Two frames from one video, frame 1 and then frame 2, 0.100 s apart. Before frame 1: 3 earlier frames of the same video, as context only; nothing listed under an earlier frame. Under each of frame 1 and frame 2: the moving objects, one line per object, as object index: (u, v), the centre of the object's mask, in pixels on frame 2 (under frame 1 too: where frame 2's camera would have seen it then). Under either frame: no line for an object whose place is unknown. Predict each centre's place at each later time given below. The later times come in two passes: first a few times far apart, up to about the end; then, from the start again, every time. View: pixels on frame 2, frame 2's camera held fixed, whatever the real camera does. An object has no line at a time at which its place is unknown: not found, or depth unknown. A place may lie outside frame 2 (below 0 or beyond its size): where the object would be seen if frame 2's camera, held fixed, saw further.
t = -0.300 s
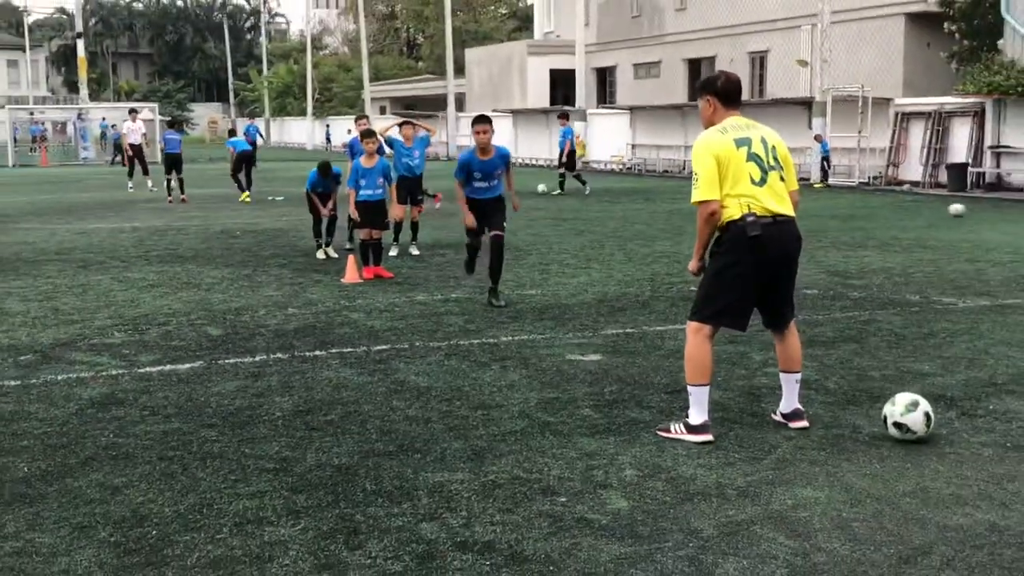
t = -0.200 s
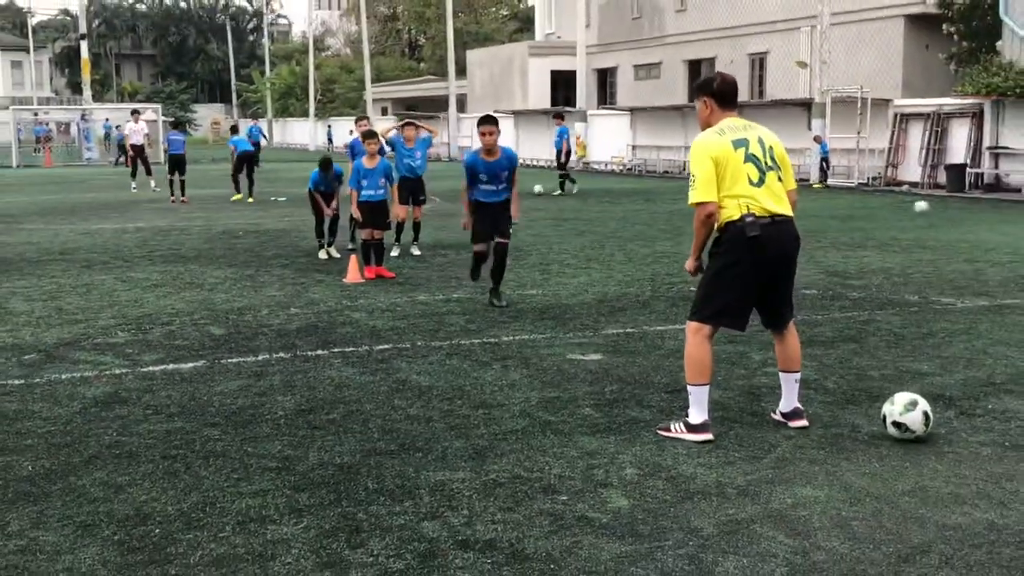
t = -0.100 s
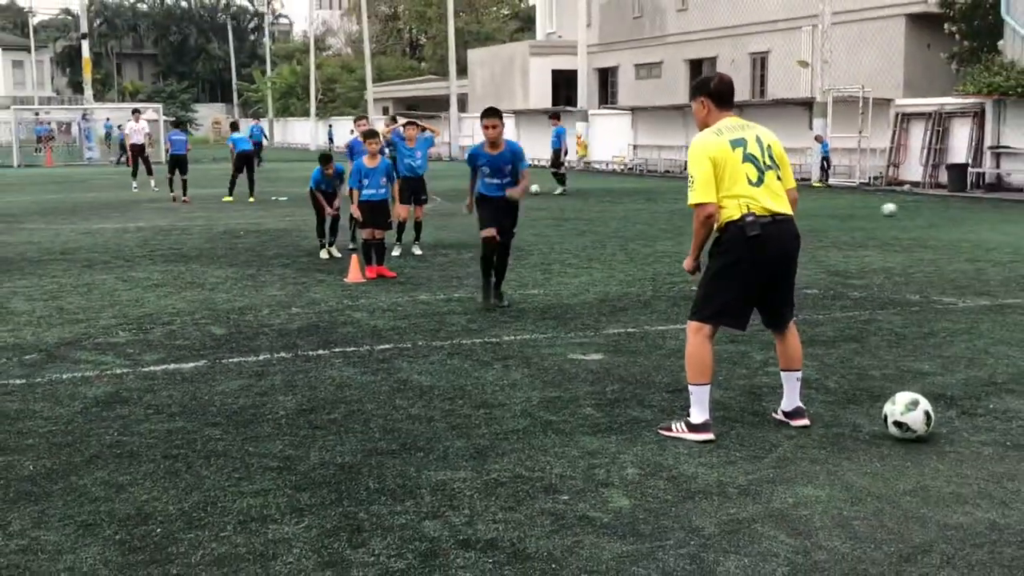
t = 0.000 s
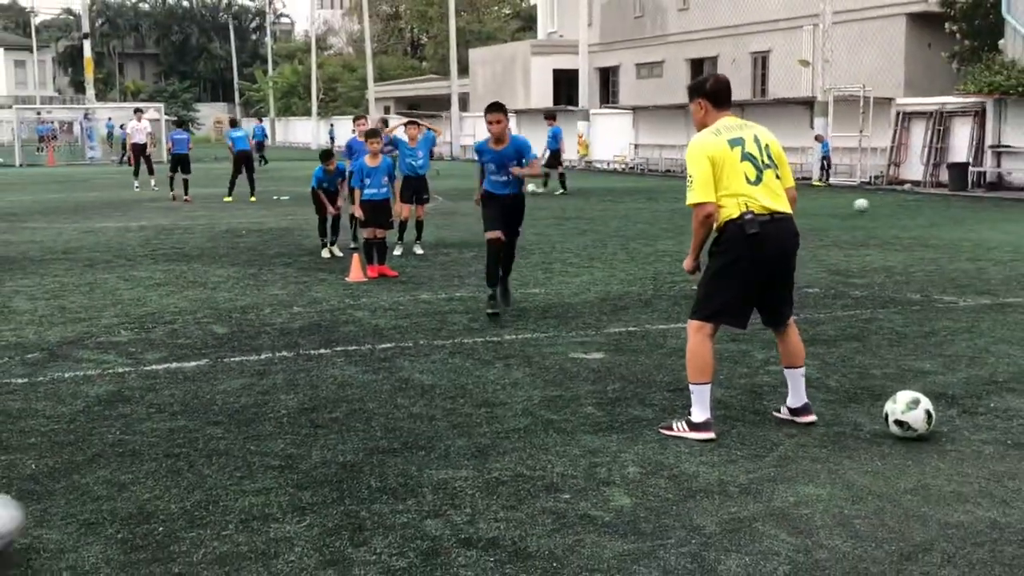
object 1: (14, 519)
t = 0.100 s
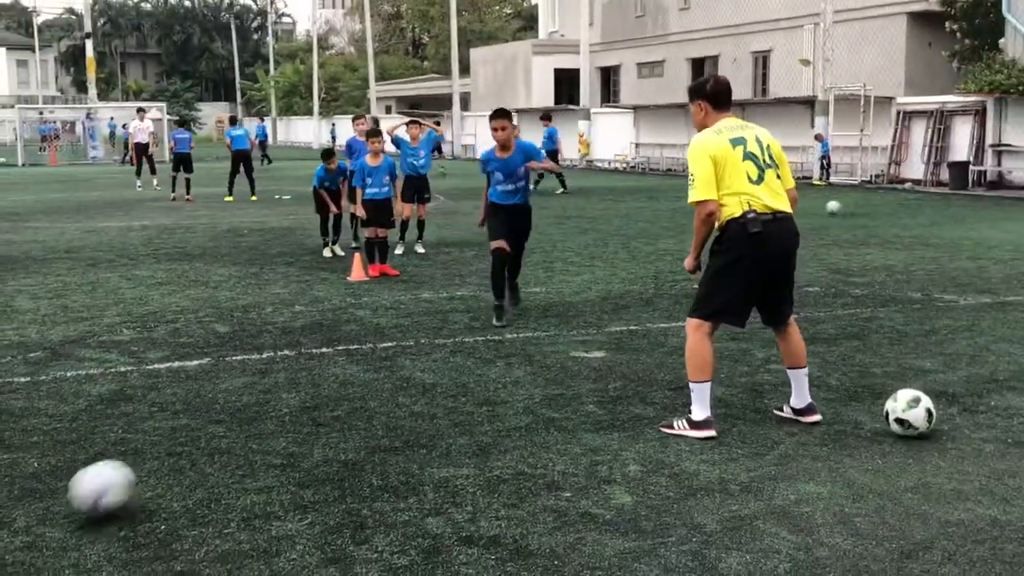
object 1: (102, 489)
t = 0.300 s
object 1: (274, 429)
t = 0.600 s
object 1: (443, 365)
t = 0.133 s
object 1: (135, 476)
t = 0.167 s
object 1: (169, 469)
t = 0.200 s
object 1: (198, 458)
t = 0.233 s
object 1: (224, 443)
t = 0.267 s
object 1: (249, 434)
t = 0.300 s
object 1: (274, 429)
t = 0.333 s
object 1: (297, 419)
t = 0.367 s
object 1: (318, 408)
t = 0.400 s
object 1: (339, 400)
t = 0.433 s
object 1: (358, 396)
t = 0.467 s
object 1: (377, 392)
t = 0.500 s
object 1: (395, 382)
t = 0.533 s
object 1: (411, 373)
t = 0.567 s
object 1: (427, 367)
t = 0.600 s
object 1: (443, 365)
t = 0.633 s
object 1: (457, 363)
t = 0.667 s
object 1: (471, 359)
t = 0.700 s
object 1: (485, 353)
